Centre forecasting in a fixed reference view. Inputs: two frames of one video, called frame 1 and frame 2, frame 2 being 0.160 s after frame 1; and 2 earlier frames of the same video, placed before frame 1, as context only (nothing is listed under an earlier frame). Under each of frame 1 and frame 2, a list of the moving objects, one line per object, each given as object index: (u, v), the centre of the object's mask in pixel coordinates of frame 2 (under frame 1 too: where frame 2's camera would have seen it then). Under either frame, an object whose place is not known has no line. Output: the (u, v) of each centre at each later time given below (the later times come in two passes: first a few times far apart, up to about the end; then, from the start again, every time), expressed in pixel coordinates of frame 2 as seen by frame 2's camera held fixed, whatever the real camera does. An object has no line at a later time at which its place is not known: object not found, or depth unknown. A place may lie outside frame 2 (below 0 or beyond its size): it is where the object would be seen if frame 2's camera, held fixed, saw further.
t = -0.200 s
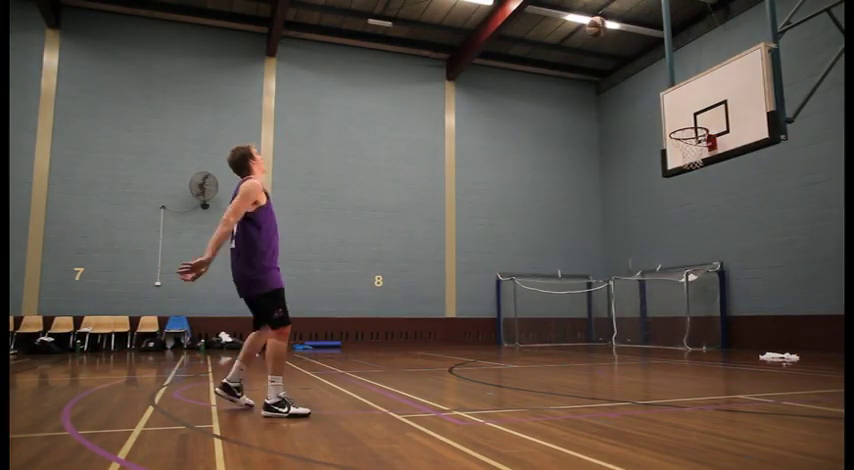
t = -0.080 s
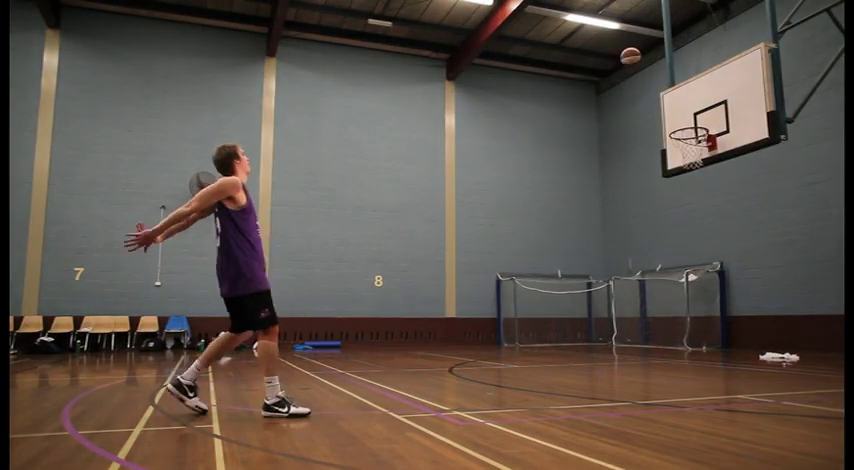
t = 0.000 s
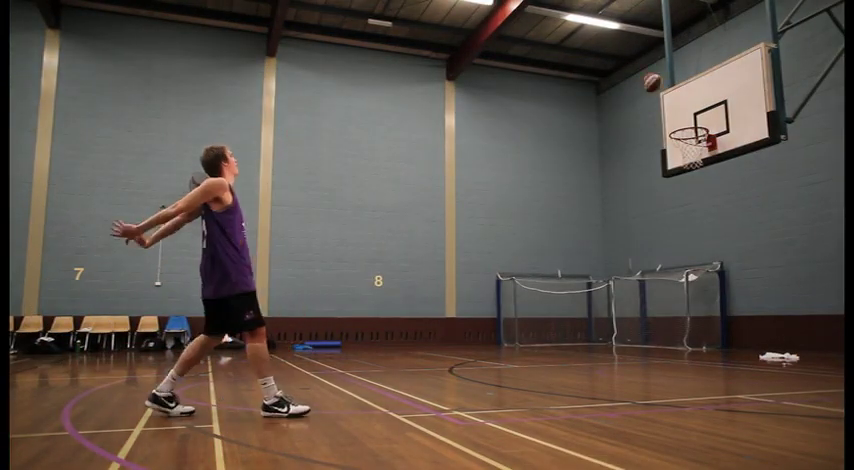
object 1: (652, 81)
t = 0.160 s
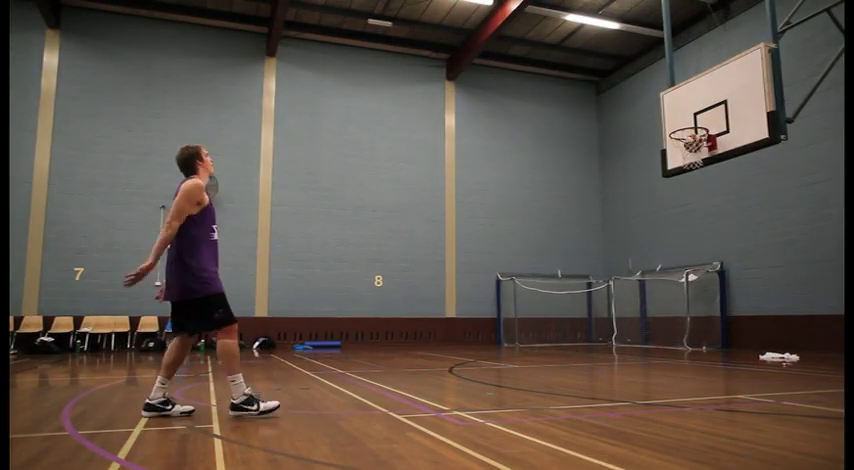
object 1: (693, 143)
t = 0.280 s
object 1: (705, 167)
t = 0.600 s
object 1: (735, 276)
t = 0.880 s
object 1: (747, 314)
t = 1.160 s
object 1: (732, 231)
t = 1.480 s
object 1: (720, 216)
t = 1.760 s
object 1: (712, 287)
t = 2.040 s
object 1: (706, 335)
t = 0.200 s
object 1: (697, 152)
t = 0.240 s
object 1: (701, 158)
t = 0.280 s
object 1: (705, 167)
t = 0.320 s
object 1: (708, 175)
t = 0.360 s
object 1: (711, 185)
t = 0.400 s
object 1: (715, 196)
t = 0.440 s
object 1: (719, 209)
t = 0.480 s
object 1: (722, 224)
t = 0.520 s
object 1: (726, 240)
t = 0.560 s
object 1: (731, 257)
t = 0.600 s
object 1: (735, 276)
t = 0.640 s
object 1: (739, 298)
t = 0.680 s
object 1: (744, 322)
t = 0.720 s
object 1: (748, 345)
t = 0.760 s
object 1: (753, 367)
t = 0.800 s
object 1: (750, 348)
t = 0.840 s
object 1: (748, 330)
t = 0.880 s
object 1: (747, 314)
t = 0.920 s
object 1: (744, 299)
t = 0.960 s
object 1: (742, 284)
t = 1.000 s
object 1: (740, 271)
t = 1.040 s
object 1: (738, 259)
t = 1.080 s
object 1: (736, 249)
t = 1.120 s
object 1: (734, 240)
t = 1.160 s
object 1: (732, 231)
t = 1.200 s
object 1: (730, 225)
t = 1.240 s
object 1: (728, 220)
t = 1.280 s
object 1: (727, 215)
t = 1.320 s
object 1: (725, 213)
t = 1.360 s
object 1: (724, 211)
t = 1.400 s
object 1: (722, 212)
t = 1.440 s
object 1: (721, 213)
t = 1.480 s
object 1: (720, 216)
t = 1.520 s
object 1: (719, 221)
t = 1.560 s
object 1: (717, 227)
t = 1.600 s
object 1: (716, 236)
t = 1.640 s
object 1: (716, 246)
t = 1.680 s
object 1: (715, 258)
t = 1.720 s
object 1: (713, 271)
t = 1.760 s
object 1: (712, 287)
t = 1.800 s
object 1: (711, 304)
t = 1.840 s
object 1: (711, 324)
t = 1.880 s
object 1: (711, 349)
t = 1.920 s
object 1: (710, 374)
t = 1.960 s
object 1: (709, 370)
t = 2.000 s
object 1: (707, 352)
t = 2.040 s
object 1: (706, 335)
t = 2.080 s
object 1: (705, 321)
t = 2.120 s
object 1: (702, 306)
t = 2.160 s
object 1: (699, 295)
